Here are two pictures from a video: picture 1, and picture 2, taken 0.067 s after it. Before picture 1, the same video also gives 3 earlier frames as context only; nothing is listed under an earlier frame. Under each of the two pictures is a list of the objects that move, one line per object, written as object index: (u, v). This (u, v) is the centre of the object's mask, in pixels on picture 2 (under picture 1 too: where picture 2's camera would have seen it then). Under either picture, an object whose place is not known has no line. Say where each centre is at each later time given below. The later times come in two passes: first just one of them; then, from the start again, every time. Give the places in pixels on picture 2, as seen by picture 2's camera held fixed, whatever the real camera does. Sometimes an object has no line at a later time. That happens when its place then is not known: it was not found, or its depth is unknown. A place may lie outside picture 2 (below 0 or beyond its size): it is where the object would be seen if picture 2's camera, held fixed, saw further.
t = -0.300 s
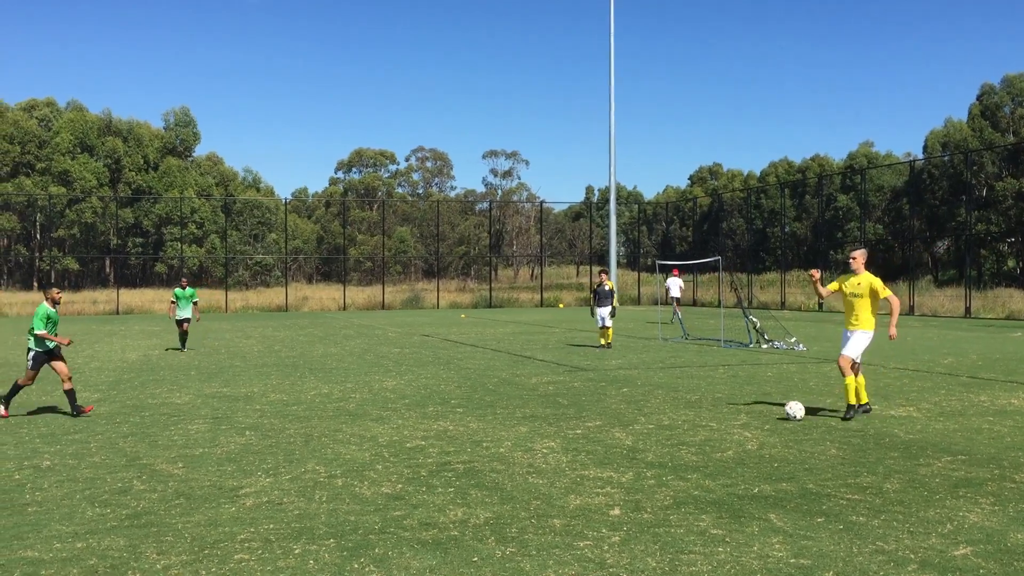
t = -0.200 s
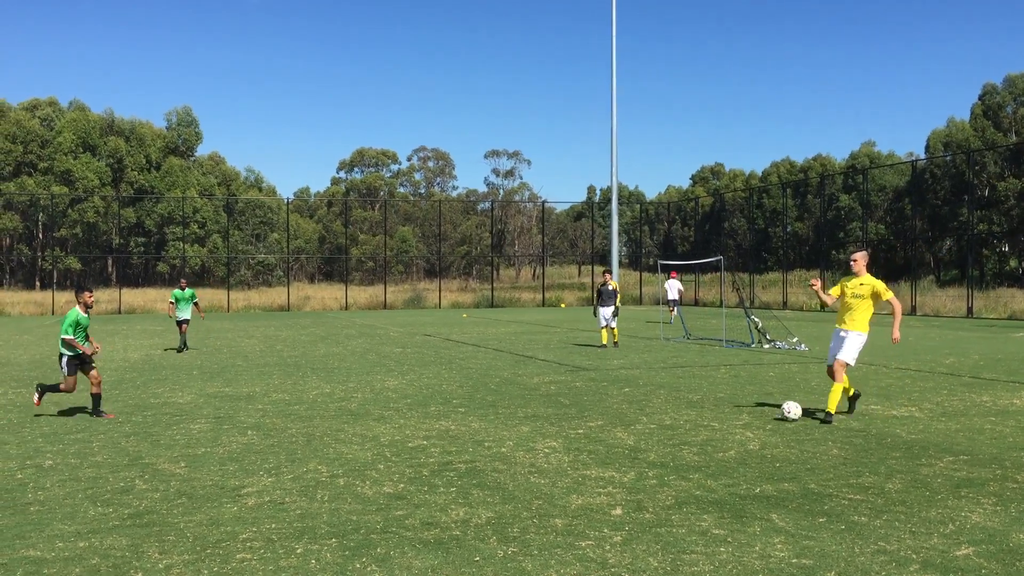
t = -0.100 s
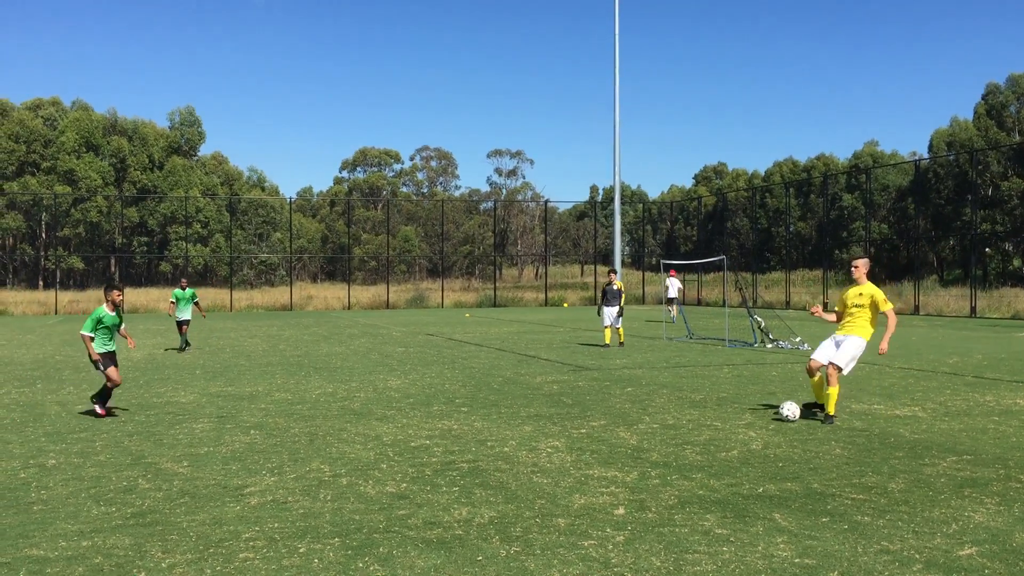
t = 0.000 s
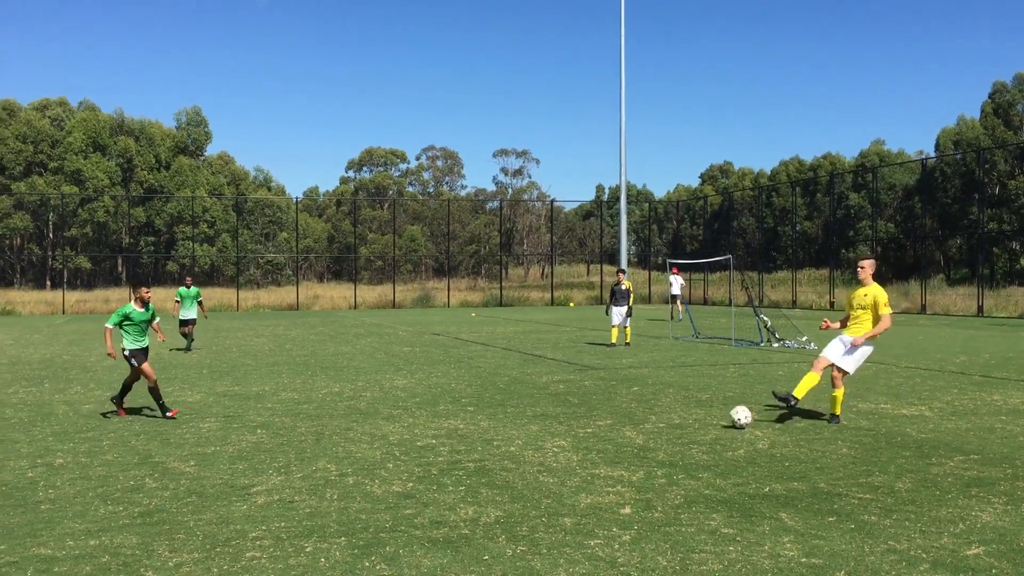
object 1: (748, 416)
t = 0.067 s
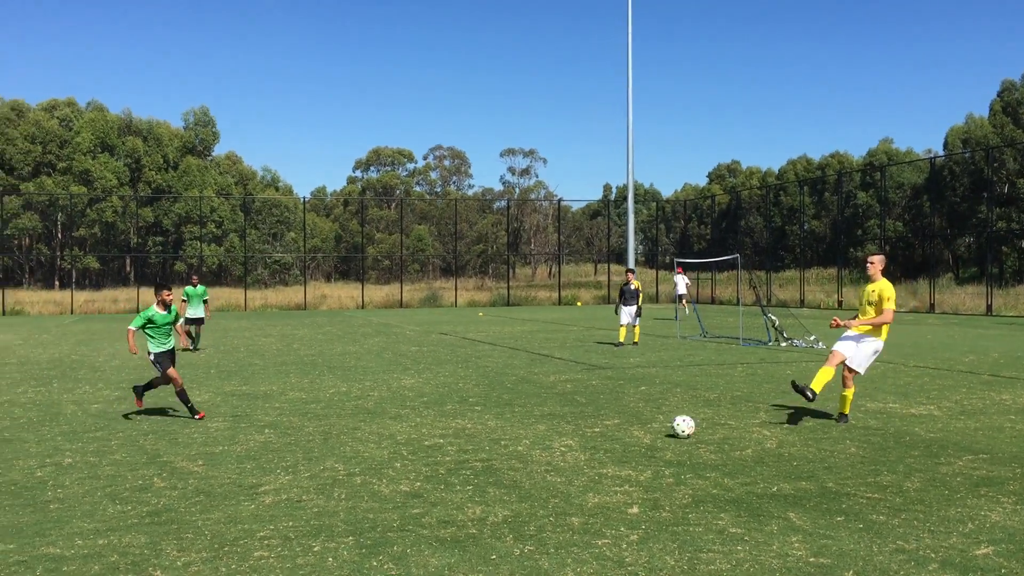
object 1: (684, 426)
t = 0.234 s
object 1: (501, 454)
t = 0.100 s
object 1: (649, 432)
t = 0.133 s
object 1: (615, 436)
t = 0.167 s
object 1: (579, 441)
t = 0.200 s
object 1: (541, 447)
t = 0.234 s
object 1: (501, 454)
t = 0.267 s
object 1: (460, 461)
